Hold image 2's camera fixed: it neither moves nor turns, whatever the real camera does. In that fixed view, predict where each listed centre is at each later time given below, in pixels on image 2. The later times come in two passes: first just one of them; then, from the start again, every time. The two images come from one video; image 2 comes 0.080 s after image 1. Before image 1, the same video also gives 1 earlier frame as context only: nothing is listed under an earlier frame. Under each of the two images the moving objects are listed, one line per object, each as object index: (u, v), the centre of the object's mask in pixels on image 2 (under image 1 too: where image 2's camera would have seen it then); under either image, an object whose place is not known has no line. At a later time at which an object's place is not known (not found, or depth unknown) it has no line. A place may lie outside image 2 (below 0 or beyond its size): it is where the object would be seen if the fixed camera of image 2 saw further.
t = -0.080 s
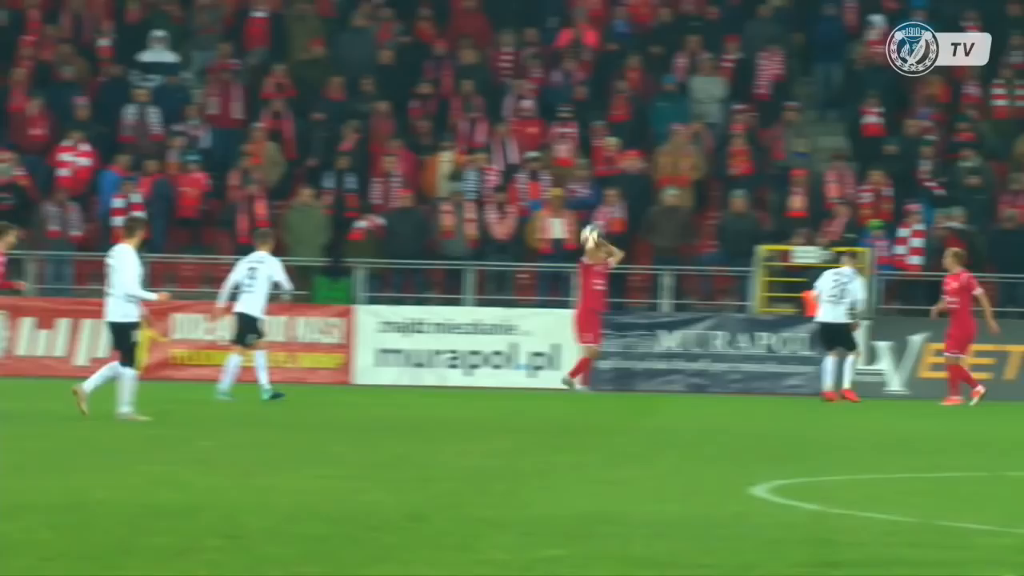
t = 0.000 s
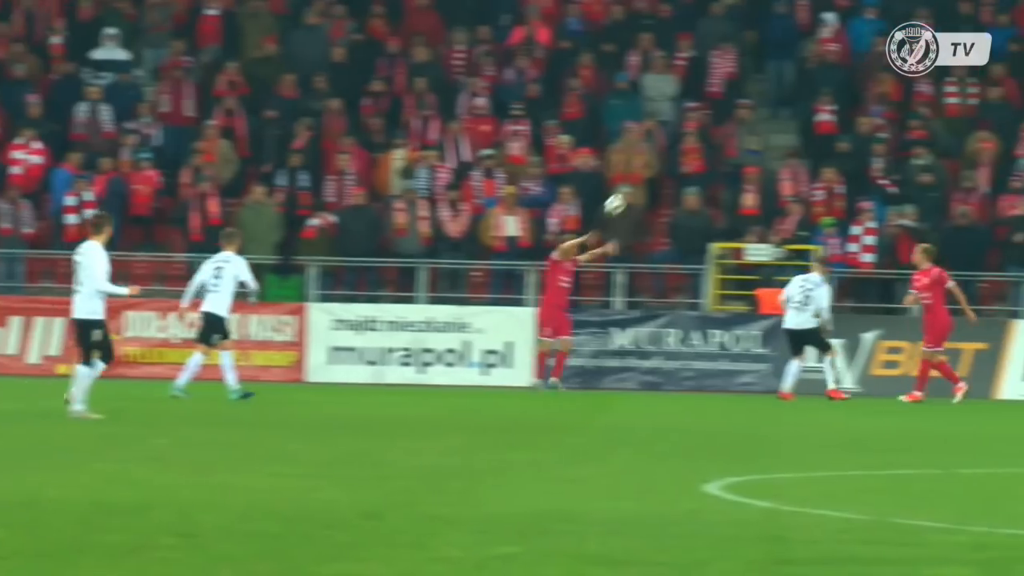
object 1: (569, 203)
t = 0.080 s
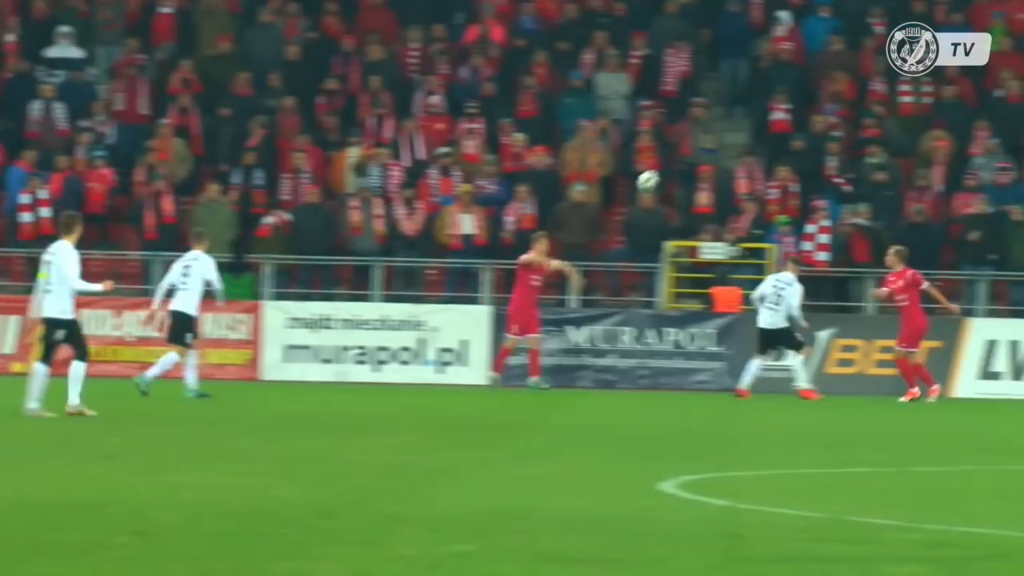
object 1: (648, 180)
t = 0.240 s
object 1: (806, 153)
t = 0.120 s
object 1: (687, 171)
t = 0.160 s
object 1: (726, 163)
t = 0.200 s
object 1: (766, 157)
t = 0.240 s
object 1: (806, 153)
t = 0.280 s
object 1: (846, 150)
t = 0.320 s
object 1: (886, 147)
